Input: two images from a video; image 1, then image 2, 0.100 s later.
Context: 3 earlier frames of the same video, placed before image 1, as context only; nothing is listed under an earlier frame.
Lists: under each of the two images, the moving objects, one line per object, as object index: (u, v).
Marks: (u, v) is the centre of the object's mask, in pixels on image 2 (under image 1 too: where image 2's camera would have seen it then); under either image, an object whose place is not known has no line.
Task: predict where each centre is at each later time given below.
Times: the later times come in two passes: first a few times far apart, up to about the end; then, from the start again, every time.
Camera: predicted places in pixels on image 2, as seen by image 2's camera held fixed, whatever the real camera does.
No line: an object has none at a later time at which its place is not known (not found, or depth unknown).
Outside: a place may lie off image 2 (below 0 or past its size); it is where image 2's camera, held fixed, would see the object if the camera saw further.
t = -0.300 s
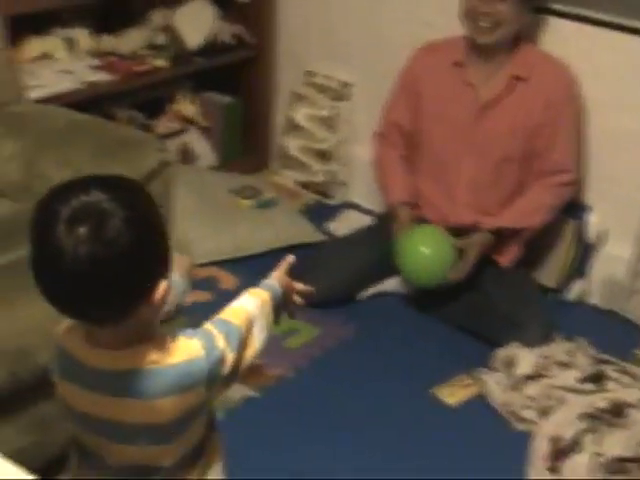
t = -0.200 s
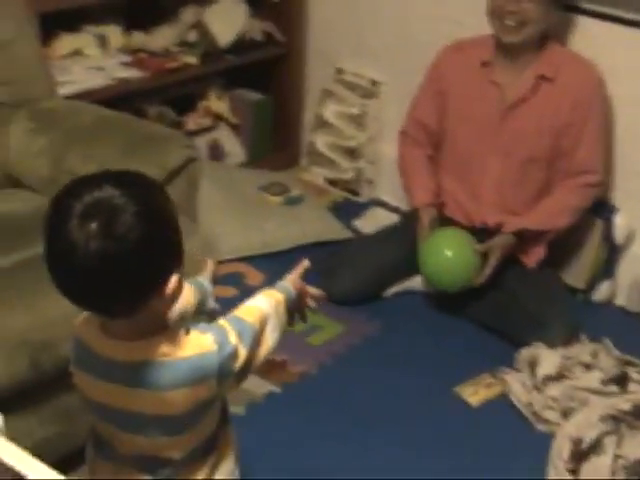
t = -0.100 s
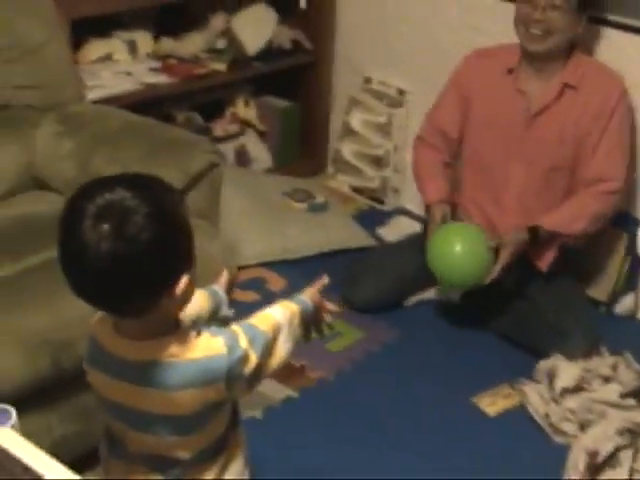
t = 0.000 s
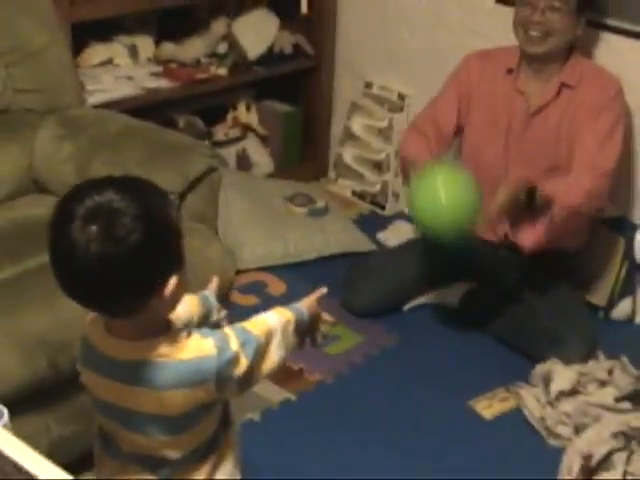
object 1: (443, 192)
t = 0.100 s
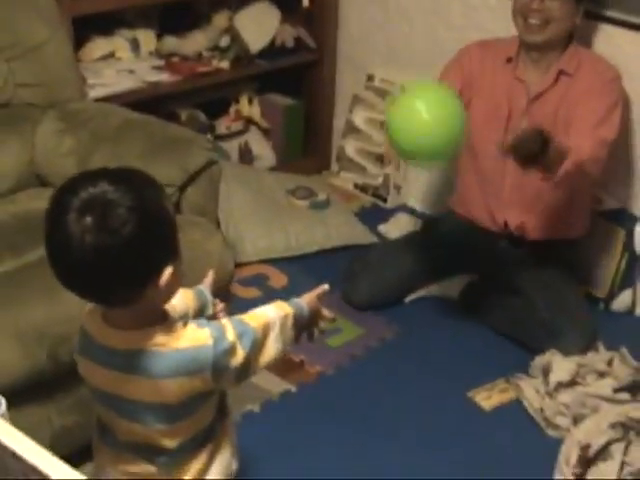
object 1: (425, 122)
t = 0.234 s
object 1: (389, 81)
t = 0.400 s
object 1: (322, 146)
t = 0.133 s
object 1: (418, 106)
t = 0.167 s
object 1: (409, 93)
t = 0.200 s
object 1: (399, 84)
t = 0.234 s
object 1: (389, 81)
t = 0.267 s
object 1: (377, 82)
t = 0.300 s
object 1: (364, 89)
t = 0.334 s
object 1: (350, 102)
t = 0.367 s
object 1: (335, 122)
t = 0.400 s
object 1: (322, 146)
